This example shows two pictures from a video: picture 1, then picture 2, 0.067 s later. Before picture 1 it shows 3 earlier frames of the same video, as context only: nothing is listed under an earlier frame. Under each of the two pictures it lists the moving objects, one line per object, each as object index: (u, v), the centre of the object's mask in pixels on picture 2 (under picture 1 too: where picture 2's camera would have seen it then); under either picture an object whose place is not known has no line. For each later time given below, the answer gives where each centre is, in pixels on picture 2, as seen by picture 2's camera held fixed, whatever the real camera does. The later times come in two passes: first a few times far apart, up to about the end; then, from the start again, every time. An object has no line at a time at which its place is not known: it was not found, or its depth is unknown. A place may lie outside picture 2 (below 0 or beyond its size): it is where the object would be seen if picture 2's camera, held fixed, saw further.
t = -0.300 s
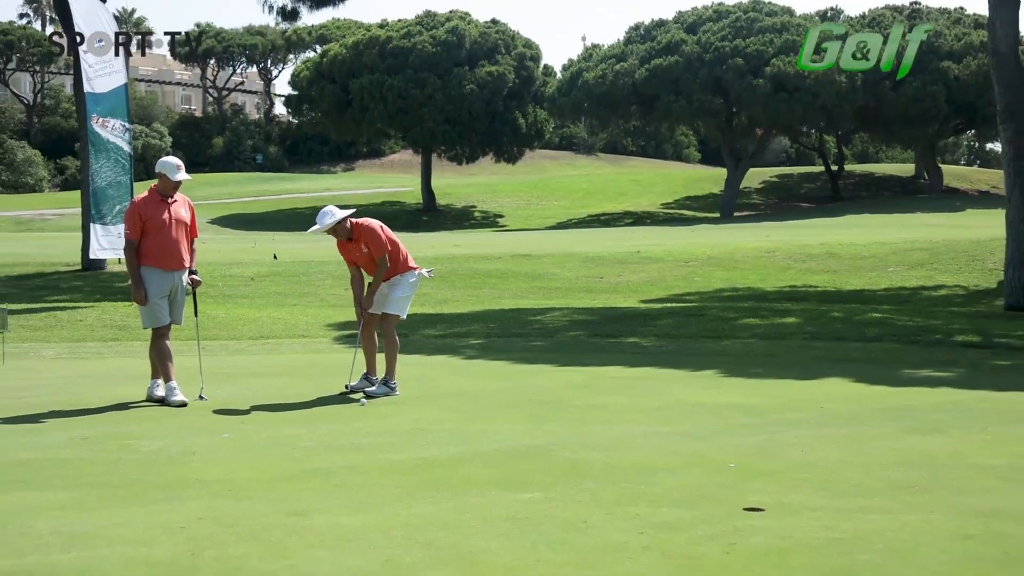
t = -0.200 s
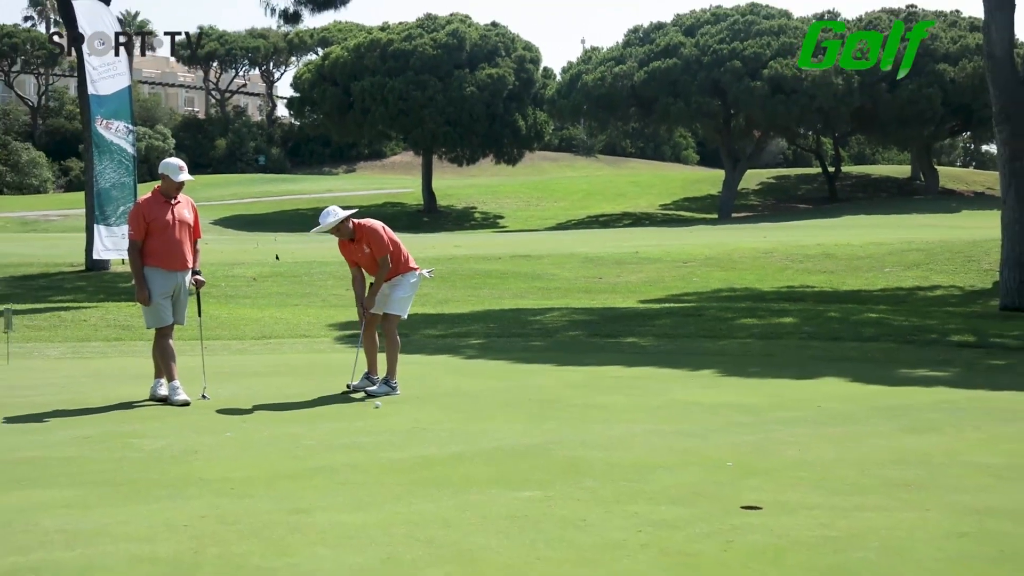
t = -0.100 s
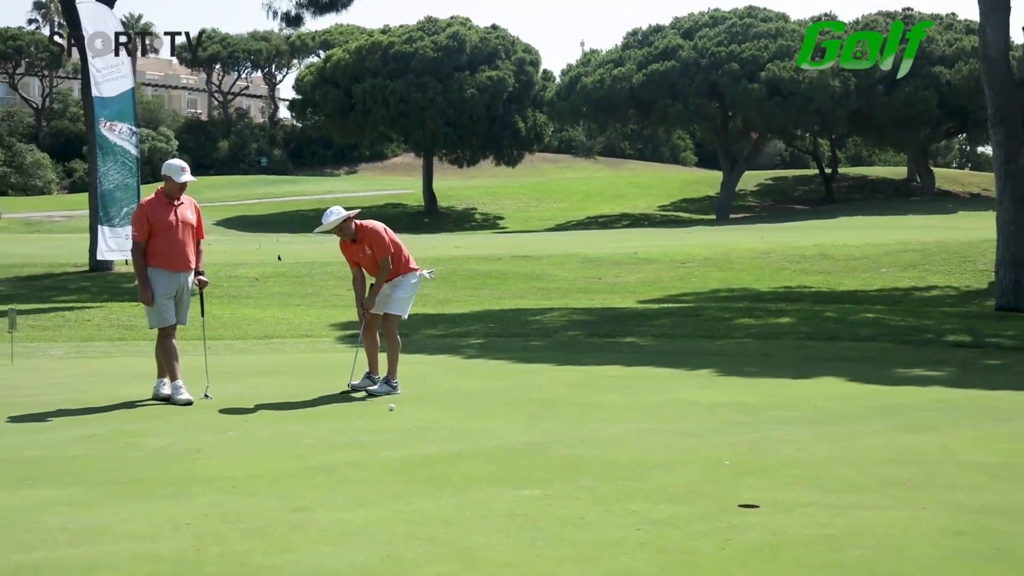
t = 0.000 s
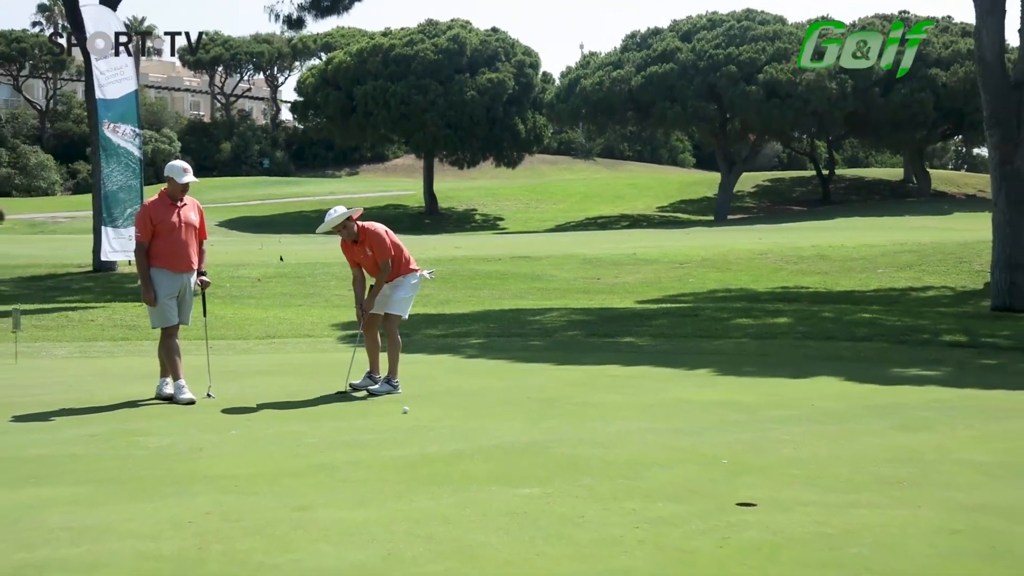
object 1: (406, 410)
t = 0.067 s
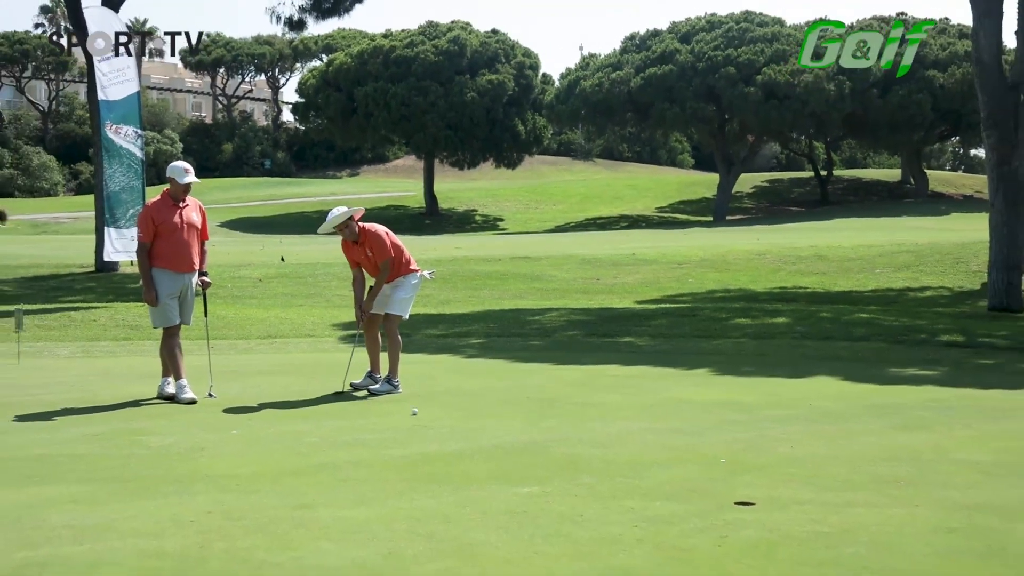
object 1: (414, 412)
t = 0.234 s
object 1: (436, 417)
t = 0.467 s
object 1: (467, 425)
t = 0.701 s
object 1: (498, 432)
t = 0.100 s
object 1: (418, 413)
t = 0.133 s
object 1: (422, 414)
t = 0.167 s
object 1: (427, 415)
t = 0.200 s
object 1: (432, 416)
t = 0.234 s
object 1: (436, 417)
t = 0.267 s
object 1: (441, 418)
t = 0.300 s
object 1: (445, 419)
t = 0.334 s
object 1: (450, 420)
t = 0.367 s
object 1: (454, 422)
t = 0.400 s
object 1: (458, 422)
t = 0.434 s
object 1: (463, 424)
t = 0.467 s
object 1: (467, 425)
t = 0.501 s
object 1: (472, 426)
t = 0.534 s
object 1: (476, 427)
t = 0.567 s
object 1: (480, 428)
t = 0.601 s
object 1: (484, 429)
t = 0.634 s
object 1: (489, 430)
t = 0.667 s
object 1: (493, 431)
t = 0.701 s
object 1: (498, 432)
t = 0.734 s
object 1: (503, 434)
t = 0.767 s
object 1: (507, 435)
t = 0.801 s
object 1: (511, 436)
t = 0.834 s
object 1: (516, 437)
